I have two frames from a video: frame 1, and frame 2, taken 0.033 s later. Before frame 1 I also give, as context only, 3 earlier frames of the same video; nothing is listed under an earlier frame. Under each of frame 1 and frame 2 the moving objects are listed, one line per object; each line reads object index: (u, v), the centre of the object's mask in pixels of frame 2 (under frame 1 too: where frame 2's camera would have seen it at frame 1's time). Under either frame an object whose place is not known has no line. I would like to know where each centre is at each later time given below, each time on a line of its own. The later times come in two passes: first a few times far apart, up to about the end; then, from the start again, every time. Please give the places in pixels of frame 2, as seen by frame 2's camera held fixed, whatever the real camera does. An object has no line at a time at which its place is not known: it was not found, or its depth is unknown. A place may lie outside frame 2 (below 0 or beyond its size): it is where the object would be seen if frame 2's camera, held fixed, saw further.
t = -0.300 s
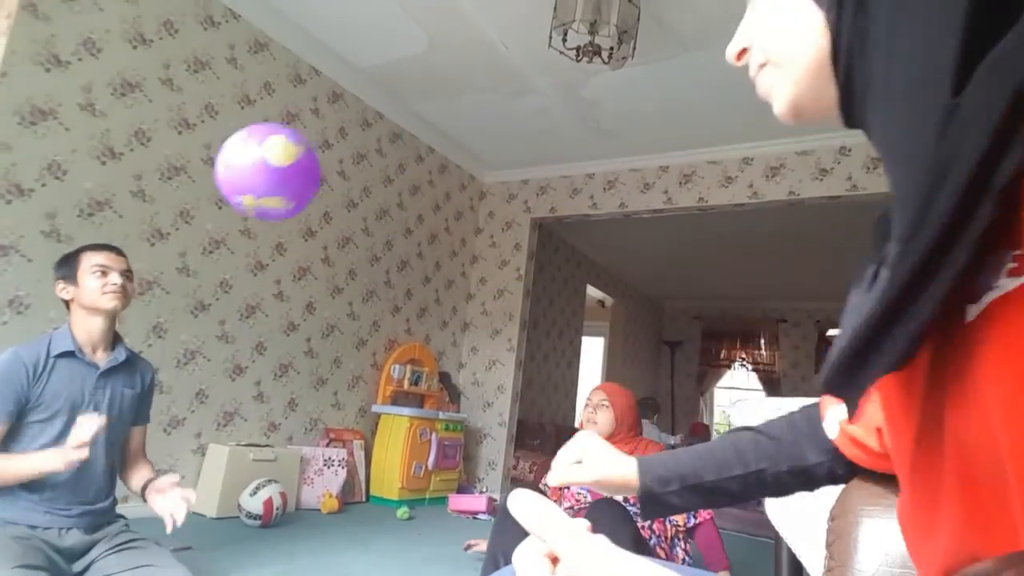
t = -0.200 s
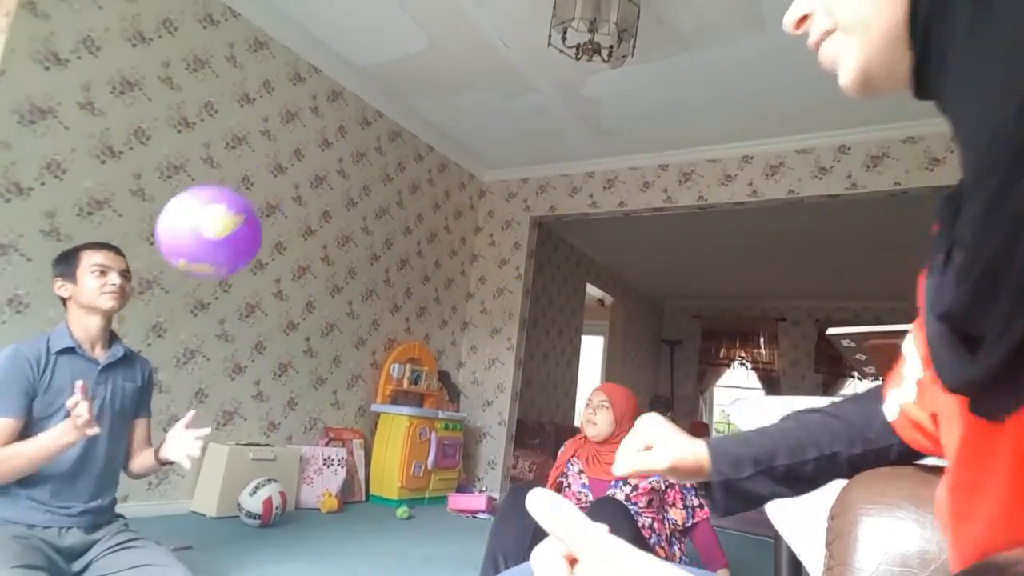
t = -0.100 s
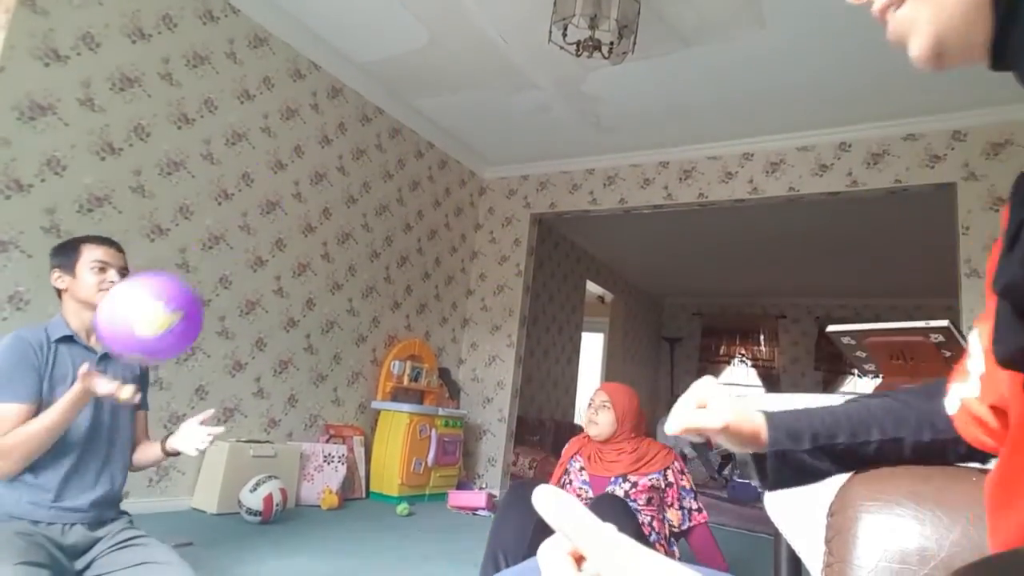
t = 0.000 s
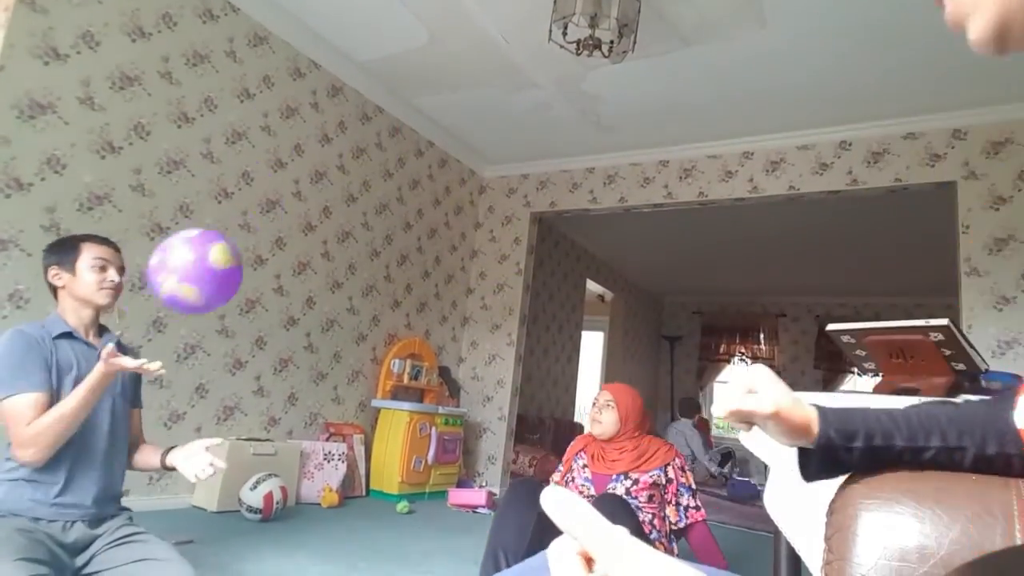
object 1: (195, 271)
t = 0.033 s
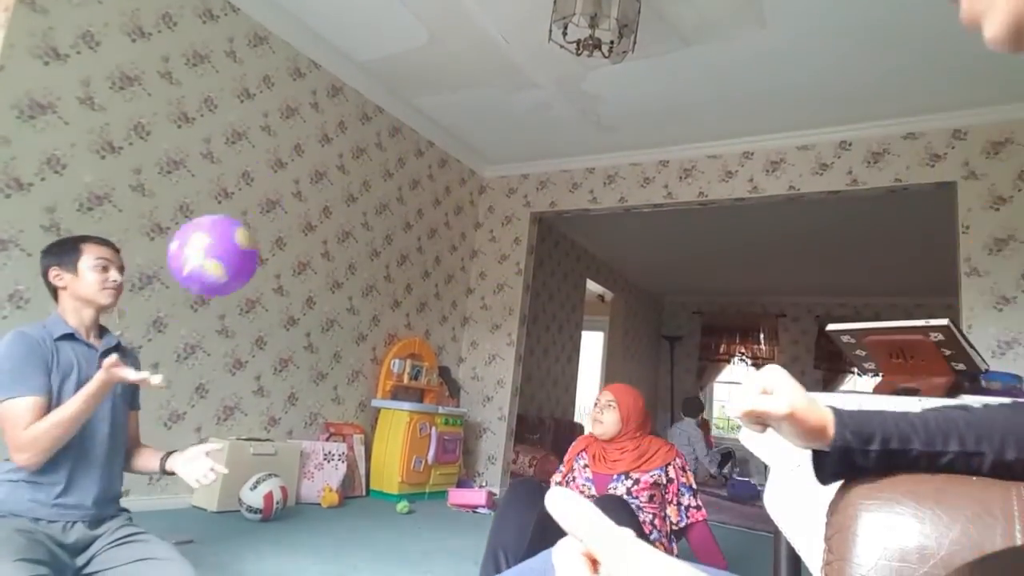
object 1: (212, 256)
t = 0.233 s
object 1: (284, 242)
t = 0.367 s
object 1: (311, 287)
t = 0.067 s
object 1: (227, 245)
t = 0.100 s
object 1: (242, 238)
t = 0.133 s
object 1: (255, 234)
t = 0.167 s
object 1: (266, 234)
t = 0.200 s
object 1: (276, 236)
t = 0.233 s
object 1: (284, 242)
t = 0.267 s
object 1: (292, 250)
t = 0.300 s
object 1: (300, 259)
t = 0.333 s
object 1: (306, 272)
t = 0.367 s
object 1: (311, 287)
